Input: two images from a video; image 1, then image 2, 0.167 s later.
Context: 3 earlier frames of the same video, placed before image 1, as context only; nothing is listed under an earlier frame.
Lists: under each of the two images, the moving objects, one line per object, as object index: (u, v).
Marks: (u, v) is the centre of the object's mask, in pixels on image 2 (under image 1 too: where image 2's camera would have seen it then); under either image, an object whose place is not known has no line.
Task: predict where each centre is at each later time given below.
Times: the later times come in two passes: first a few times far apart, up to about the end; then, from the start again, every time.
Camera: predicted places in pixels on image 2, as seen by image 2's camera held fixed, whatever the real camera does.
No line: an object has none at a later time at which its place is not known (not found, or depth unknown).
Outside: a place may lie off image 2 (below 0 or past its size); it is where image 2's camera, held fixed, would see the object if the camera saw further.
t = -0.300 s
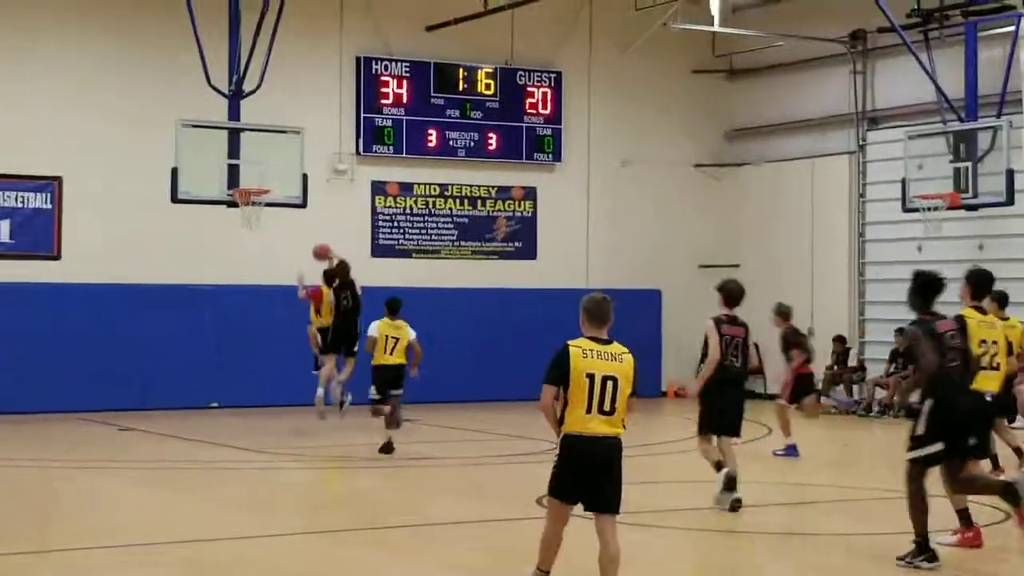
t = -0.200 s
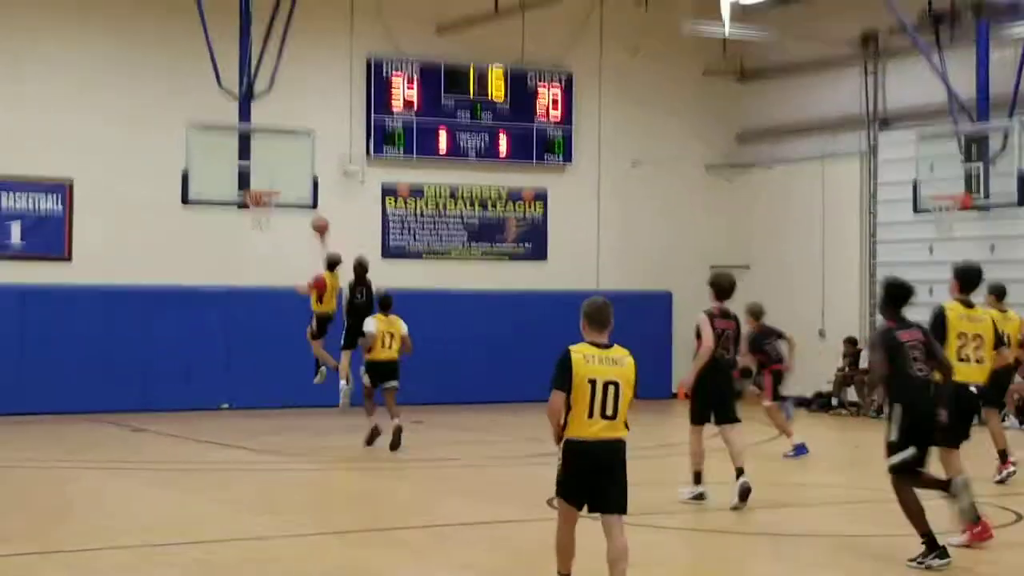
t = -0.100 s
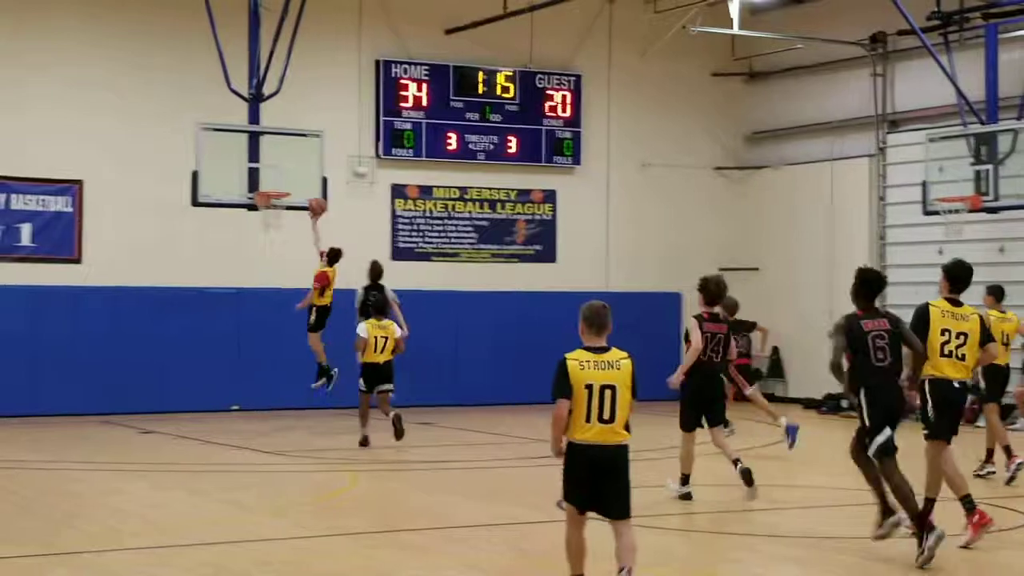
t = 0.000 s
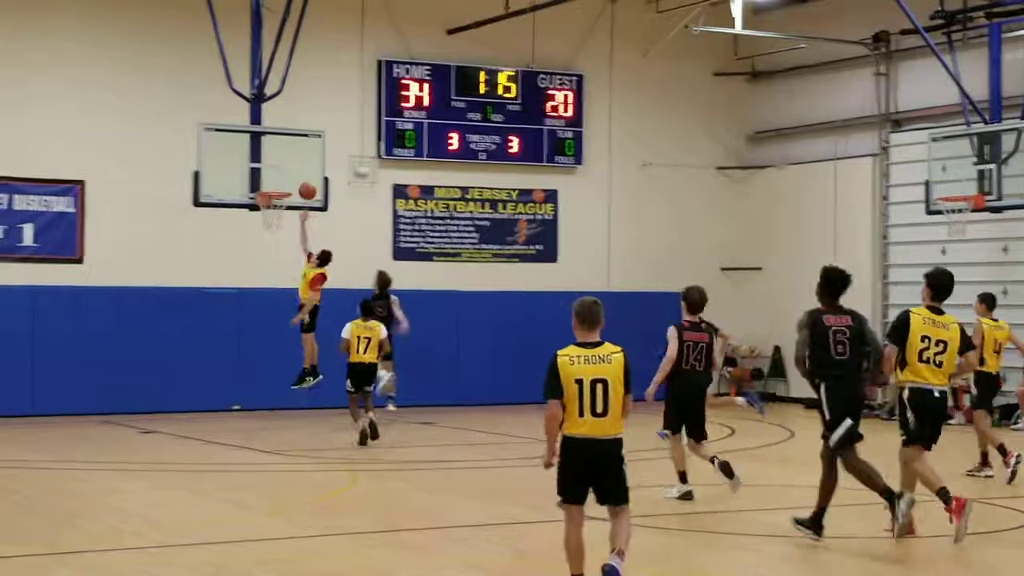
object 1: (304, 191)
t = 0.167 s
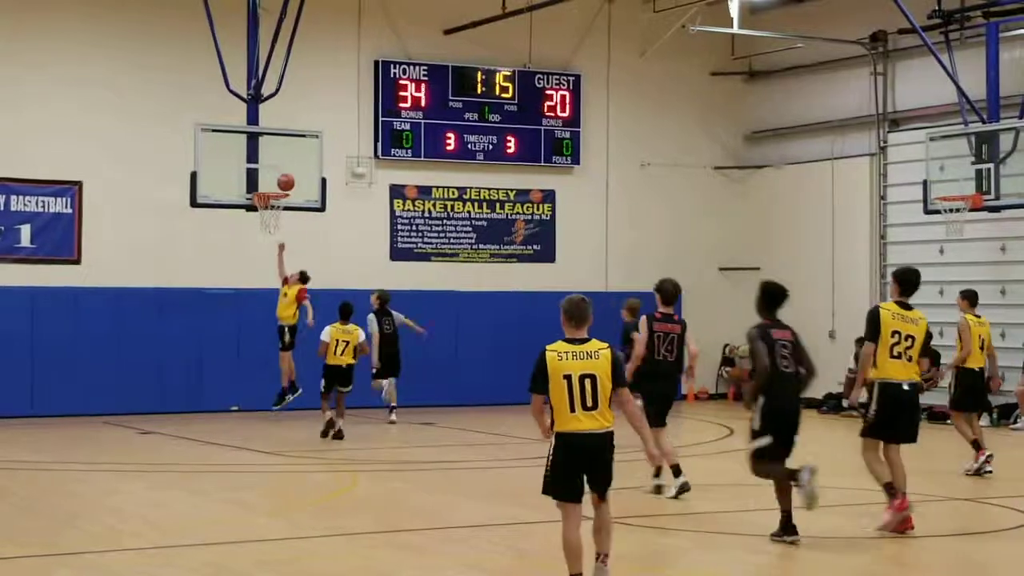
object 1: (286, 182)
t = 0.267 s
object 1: (275, 186)
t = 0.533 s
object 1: (273, 207)
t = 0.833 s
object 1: (275, 236)
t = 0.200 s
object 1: (282, 183)
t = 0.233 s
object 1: (278, 185)
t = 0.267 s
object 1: (275, 186)
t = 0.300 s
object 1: (272, 189)
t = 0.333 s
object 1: (269, 192)
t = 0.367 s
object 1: (269, 192)
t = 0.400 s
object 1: (268, 194)
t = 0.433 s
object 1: (268, 196)
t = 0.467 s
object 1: (273, 197)
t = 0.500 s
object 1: (274, 203)
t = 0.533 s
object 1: (273, 207)
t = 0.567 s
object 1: (273, 208)
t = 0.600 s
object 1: (274, 210)
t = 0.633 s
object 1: (274, 210)
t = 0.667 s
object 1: (274, 211)
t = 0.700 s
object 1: (275, 214)
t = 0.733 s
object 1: (275, 217)
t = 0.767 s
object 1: (274, 219)
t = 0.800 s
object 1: (274, 222)
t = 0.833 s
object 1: (275, 236)
